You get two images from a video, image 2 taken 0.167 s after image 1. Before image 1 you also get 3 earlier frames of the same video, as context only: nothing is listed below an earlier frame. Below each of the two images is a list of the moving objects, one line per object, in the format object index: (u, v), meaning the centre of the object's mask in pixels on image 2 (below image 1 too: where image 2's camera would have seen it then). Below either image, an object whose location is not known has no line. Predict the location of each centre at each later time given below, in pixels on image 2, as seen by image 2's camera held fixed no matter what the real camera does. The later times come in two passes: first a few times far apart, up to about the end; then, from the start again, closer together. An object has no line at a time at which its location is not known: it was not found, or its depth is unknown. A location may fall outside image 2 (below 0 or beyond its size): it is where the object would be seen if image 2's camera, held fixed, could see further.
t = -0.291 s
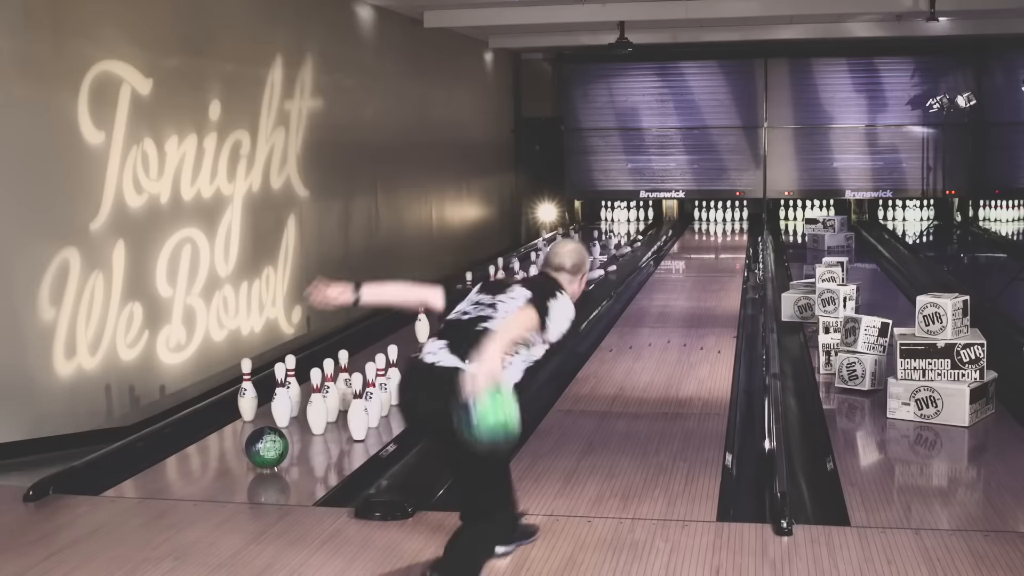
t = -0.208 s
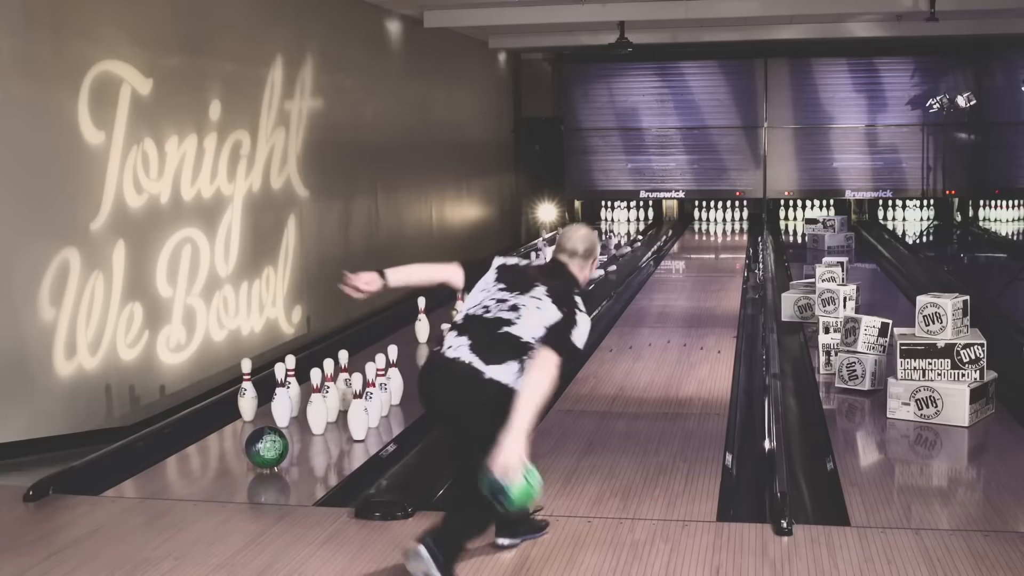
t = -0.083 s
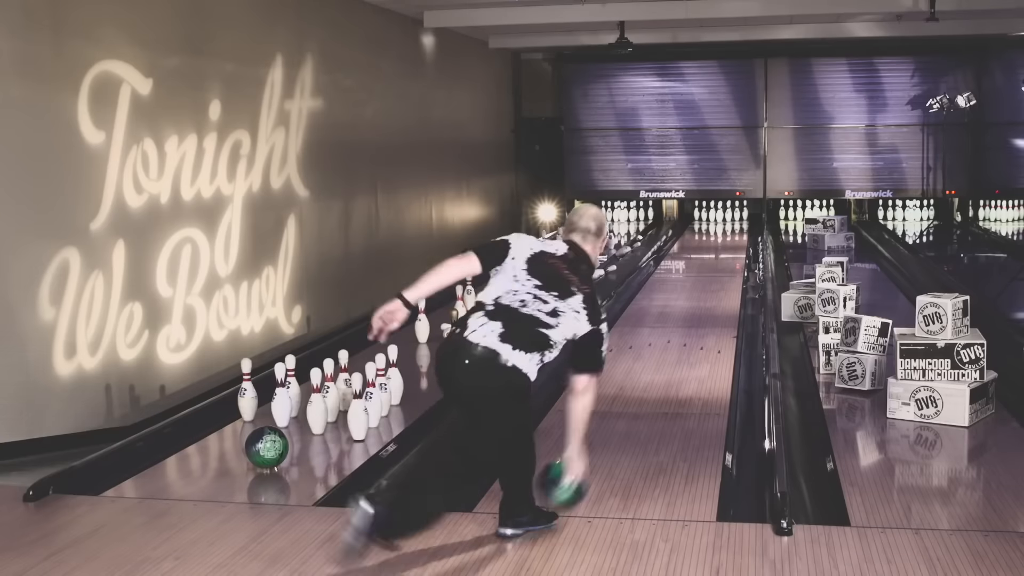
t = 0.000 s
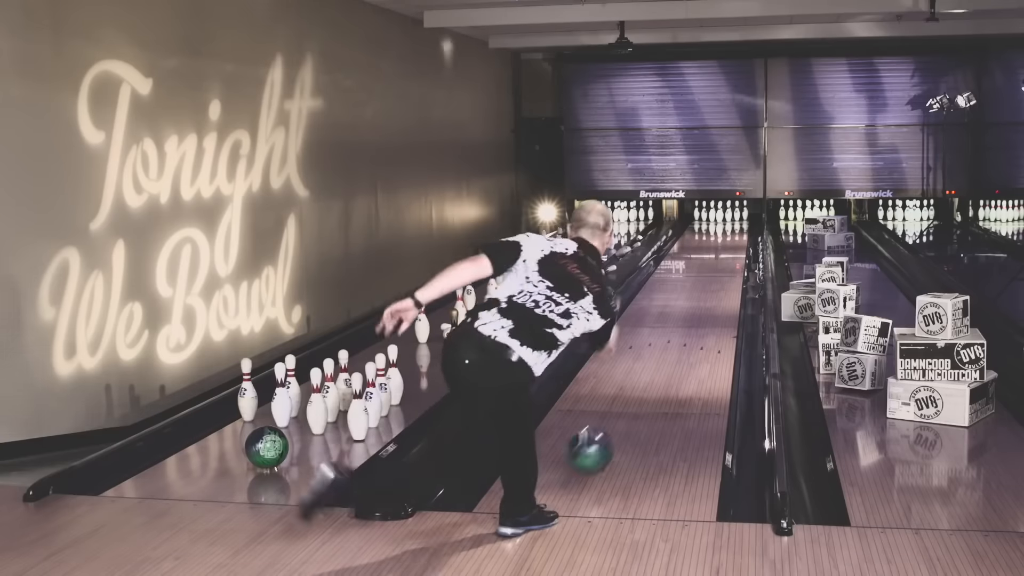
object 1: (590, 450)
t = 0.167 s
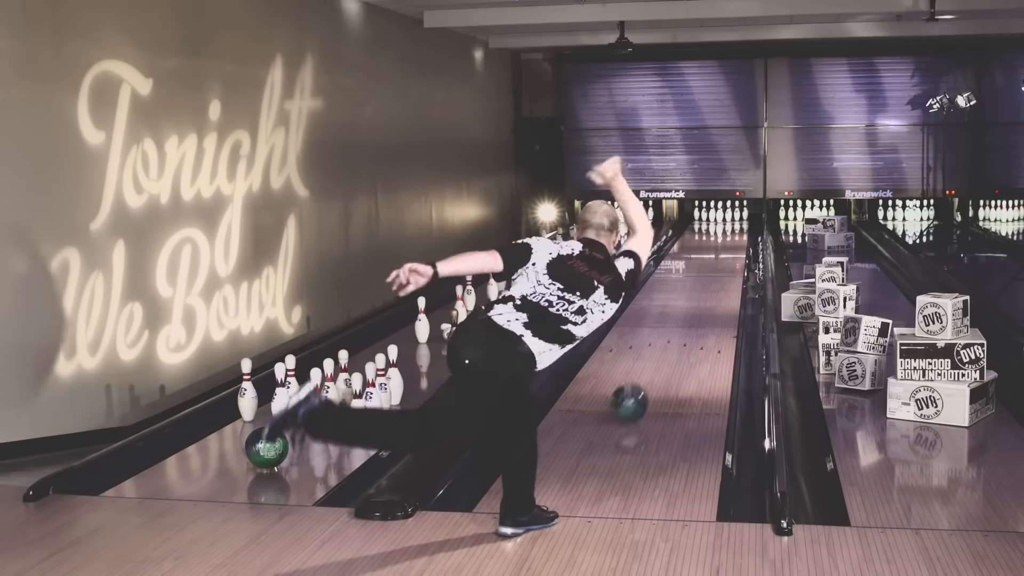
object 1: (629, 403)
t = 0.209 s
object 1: (636, 391)
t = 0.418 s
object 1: (667, 346)
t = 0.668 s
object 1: (691, 310)
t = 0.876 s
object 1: (704, 287)
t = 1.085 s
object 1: (715, 270)
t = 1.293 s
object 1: (723, 256)
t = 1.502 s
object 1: (728, 245)
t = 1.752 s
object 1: (732, 235)
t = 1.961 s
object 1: (732, 228)
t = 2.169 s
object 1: (728, 222)
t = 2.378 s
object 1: (723, 217)
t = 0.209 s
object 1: (636, 391)
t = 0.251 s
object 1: (644, 381)
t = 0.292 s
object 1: (650, 371)
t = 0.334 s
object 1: (656, 362)
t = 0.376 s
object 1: (661, 354)
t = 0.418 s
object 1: (667, 346)
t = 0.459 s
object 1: (672, 340)
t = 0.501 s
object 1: (676, 333)
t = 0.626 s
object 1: (687, 315)
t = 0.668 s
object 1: (691, 310)
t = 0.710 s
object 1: (694, 305)
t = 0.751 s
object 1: (697, 300)
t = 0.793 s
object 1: (700, 296)
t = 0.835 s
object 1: (702, 291)
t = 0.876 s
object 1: (704, 287)
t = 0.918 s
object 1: (707, 283)
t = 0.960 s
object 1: (709, 280)
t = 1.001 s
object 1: (711, 276)
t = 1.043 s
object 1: (713, 273)
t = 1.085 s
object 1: (715, 270)
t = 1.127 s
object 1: (717, 267)
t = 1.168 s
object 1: (719, 264)
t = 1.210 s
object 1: (720, 262)
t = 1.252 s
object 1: (721, 259)
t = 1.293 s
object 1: (723, 256)
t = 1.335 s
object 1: (724, 254)
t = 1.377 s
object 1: (725, 251)
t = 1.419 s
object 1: (726, 249)
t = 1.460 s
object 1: (728, 247)
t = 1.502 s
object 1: (728, 245)
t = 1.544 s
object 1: (728, 243)
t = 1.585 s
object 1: (730, 241)
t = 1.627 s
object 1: (730, 239)
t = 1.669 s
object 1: (731, 238)
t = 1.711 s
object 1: (731, 236)
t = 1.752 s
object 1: (732, 235)
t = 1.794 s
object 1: (731, 233)
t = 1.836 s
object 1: (731, 232)
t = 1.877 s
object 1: (731, 230)
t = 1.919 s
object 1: (732, 229)
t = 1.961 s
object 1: (732, 228)
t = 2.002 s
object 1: (731, 226)
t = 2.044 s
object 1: (730, 225)
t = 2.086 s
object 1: (729, 224)
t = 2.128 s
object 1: (728, 223)
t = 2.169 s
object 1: (728, 222)
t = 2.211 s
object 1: (727, 221)
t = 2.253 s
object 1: (726, 220)
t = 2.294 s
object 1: (724, 219)
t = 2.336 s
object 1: (723, 218)
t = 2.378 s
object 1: (723, 217)
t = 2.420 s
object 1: (723, 217)
